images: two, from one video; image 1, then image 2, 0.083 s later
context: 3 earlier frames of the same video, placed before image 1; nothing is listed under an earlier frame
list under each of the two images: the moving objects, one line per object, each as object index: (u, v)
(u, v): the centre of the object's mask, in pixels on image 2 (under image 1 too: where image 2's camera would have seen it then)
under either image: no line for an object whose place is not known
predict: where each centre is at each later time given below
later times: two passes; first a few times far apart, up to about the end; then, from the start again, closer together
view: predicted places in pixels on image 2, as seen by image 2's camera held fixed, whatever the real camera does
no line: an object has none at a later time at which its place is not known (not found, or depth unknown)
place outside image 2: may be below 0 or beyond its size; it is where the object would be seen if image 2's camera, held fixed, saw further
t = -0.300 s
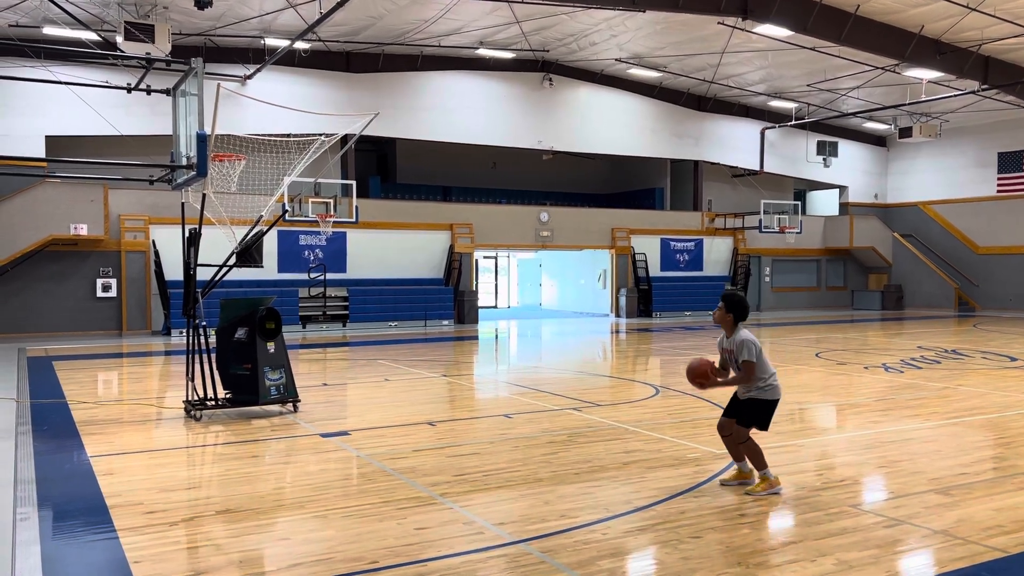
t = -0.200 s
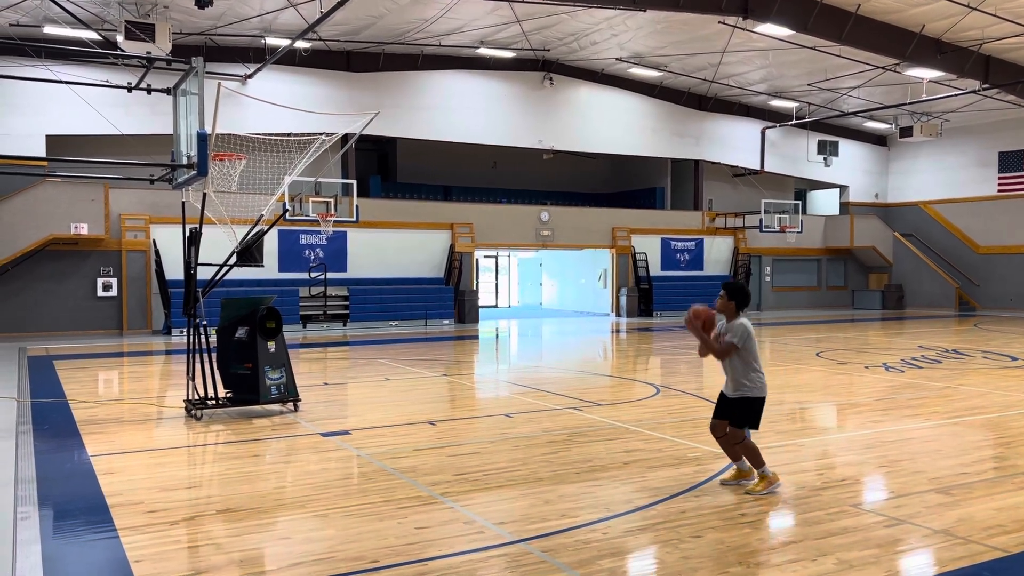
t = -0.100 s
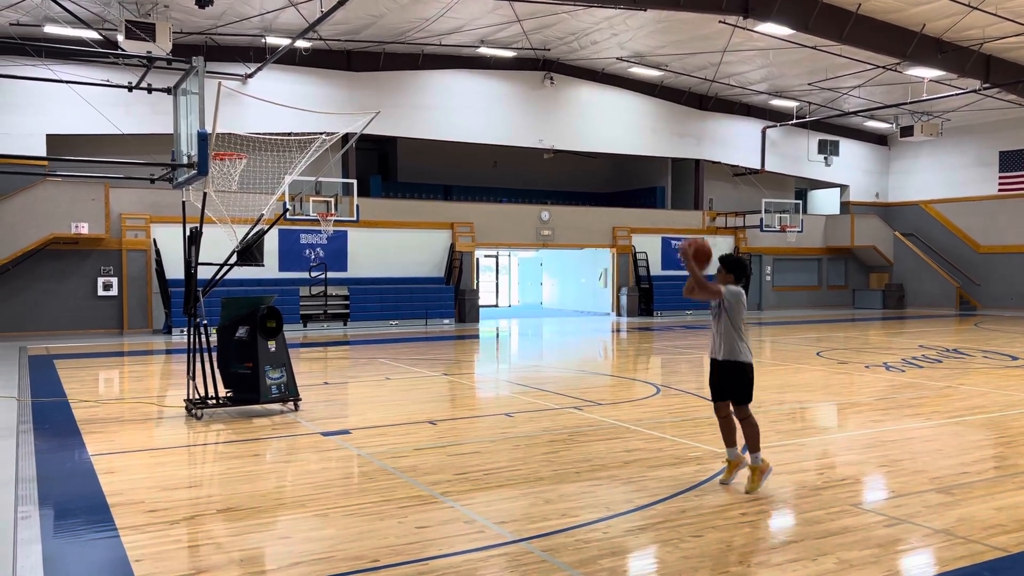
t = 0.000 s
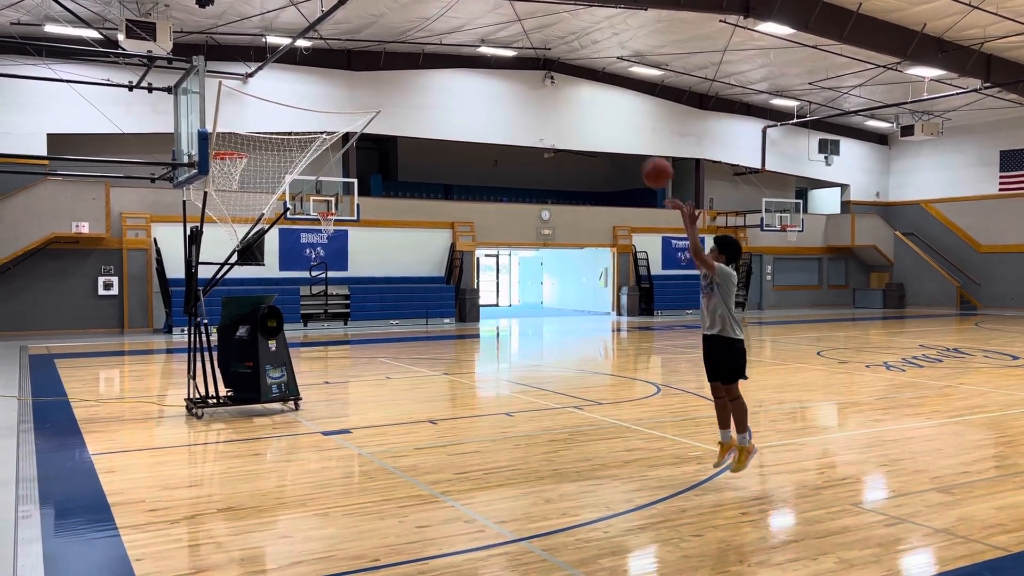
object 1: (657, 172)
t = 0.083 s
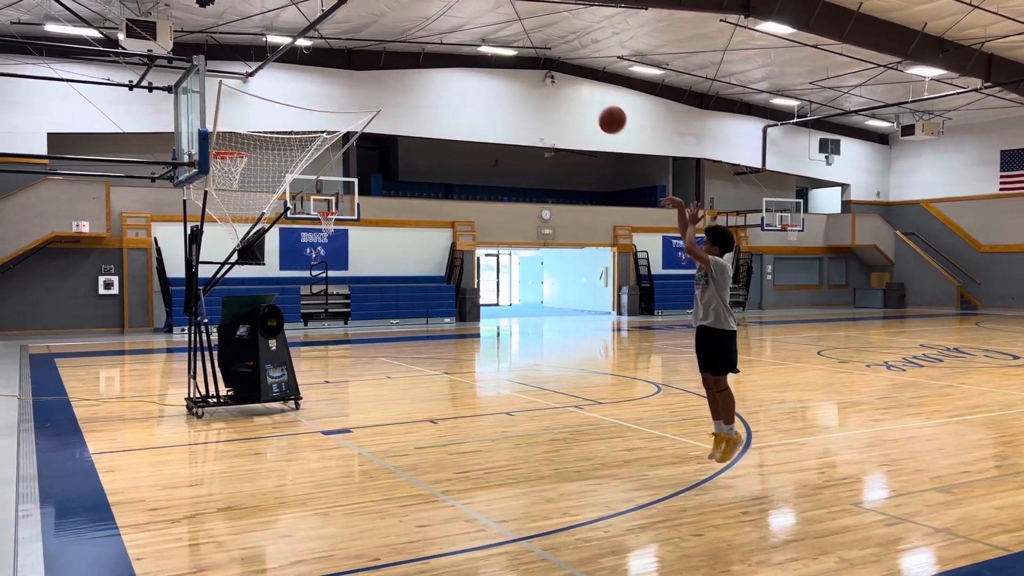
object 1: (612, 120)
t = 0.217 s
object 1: (547, 58)
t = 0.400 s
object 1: (466, 13)
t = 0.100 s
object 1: (604, 110)
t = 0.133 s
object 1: (586, 94)
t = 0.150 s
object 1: (578, 85)
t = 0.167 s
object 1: (570, 78)
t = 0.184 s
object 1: (562, 71)
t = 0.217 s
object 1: (547, 58)
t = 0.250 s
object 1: (532, 46)
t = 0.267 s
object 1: (523, 41)
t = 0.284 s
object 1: (516, 36)
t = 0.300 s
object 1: (509, 32)
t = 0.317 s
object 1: (501, 27)
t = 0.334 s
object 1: (494, 23)
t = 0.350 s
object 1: (487, 20)
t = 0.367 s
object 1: (480, 17)
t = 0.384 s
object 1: (473, 14)
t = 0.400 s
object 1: (466, 13)
